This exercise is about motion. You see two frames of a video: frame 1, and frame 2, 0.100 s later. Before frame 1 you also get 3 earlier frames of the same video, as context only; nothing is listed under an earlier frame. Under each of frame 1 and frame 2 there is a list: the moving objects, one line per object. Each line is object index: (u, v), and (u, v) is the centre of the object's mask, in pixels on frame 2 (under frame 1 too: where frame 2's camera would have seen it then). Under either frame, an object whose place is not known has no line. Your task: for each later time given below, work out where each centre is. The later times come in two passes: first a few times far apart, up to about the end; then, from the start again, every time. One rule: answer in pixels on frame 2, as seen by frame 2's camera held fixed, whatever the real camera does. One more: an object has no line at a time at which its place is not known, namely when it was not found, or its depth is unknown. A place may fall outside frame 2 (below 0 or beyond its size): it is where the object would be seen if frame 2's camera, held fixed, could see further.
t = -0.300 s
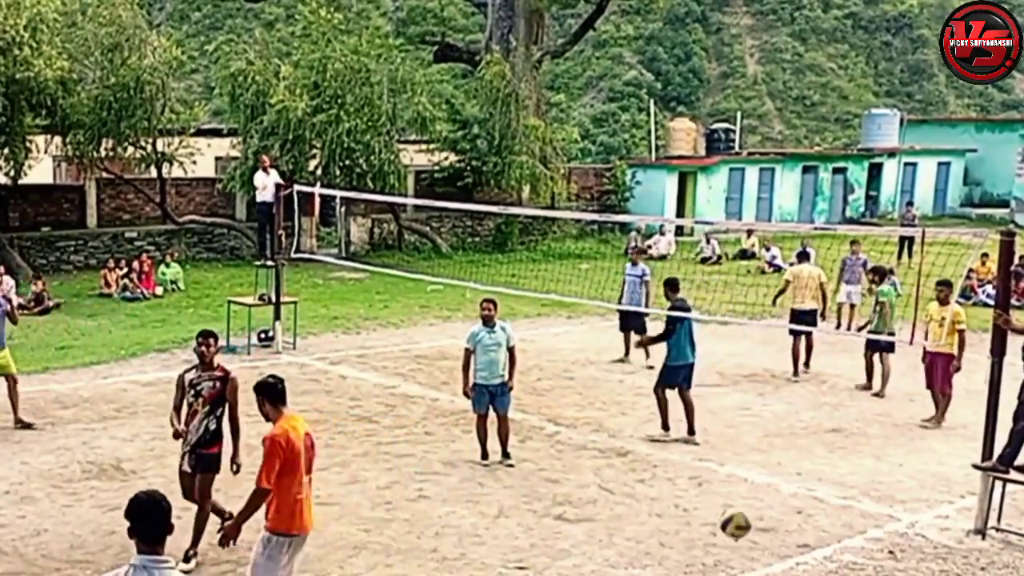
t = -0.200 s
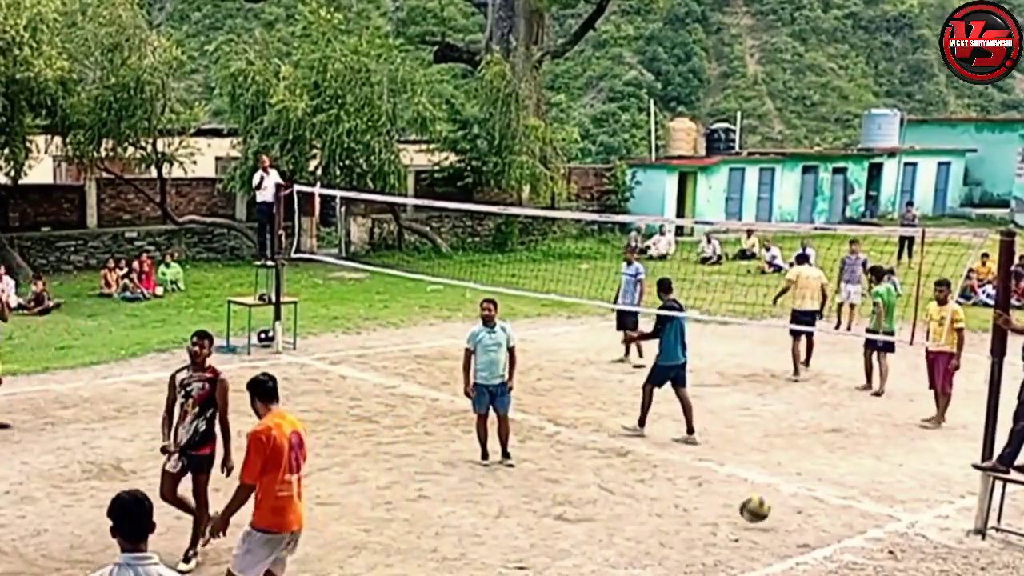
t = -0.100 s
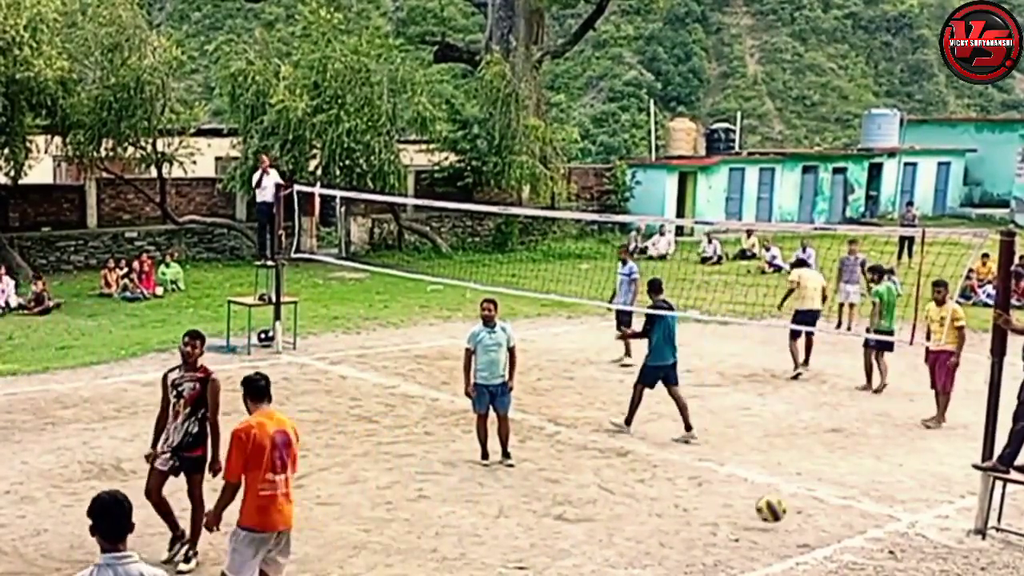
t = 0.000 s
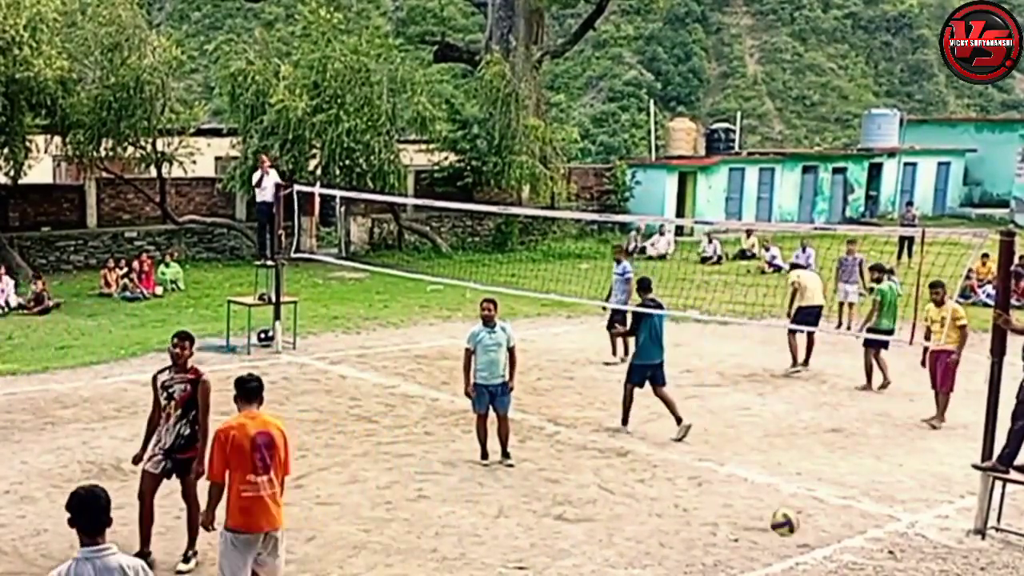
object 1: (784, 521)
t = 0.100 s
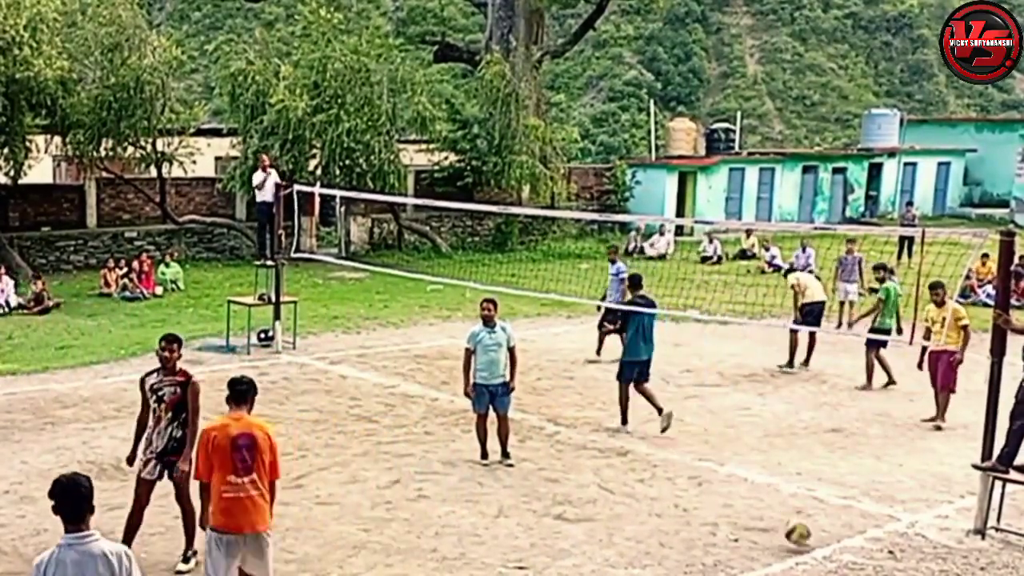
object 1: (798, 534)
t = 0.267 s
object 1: (822, 475)
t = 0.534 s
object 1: (850, 456)
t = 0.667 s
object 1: (859, 475)
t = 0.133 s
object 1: (803, 518)
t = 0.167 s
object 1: (807, 505)
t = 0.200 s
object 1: (812, 493)
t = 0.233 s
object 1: (816, 483)
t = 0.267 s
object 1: (822, 475)
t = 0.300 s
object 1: (825, 467)
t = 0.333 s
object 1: (829, 461)
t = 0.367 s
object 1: (834, 458)
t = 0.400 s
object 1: (837, 454)
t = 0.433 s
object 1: (841, 452)
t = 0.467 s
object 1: (844, 453)
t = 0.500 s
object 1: (846, 454)
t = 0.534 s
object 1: (850, 456)
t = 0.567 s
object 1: (853, 460)
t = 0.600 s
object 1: (855, 464)
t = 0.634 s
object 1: (857, 470)
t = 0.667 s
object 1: (859, 475)
